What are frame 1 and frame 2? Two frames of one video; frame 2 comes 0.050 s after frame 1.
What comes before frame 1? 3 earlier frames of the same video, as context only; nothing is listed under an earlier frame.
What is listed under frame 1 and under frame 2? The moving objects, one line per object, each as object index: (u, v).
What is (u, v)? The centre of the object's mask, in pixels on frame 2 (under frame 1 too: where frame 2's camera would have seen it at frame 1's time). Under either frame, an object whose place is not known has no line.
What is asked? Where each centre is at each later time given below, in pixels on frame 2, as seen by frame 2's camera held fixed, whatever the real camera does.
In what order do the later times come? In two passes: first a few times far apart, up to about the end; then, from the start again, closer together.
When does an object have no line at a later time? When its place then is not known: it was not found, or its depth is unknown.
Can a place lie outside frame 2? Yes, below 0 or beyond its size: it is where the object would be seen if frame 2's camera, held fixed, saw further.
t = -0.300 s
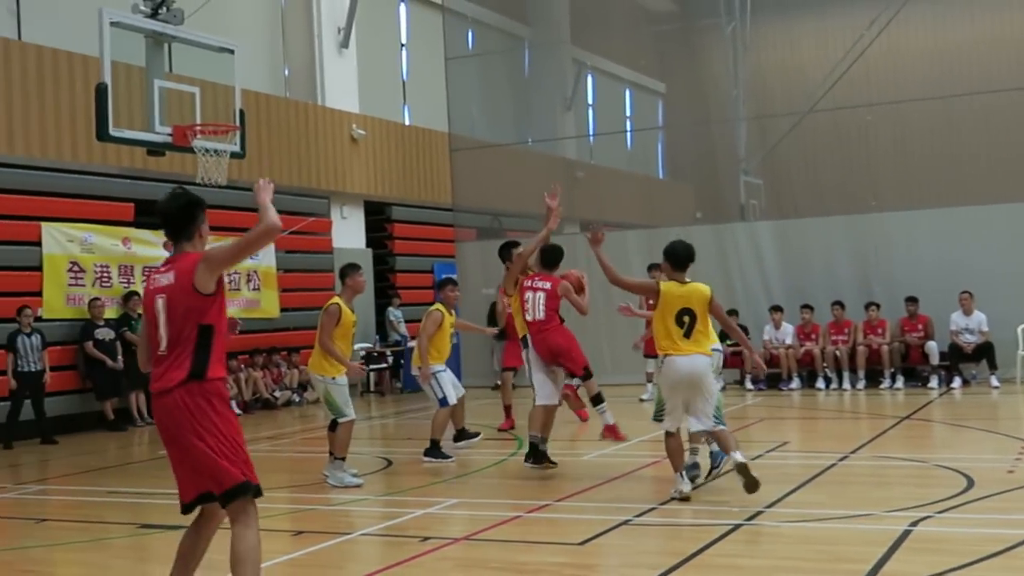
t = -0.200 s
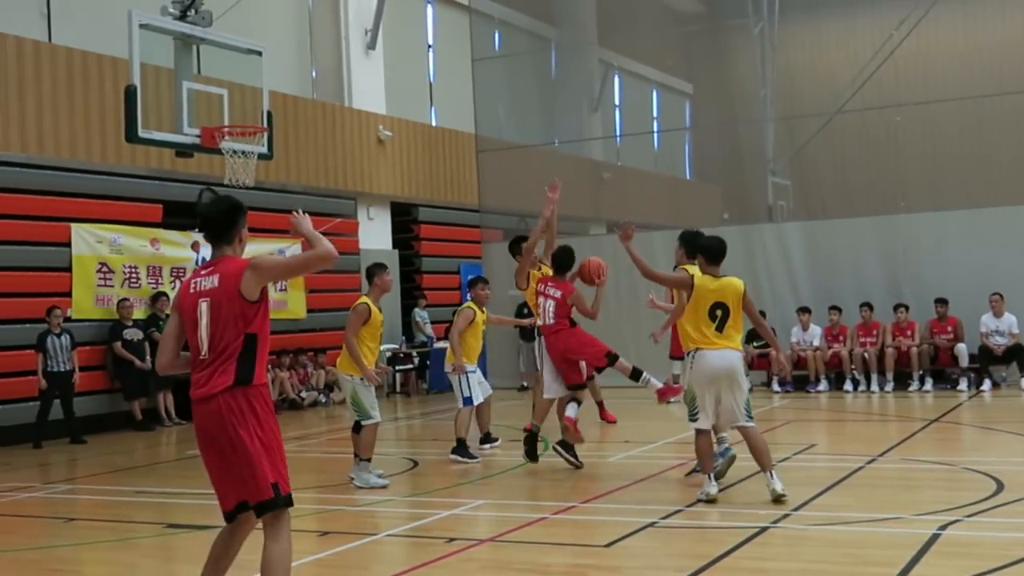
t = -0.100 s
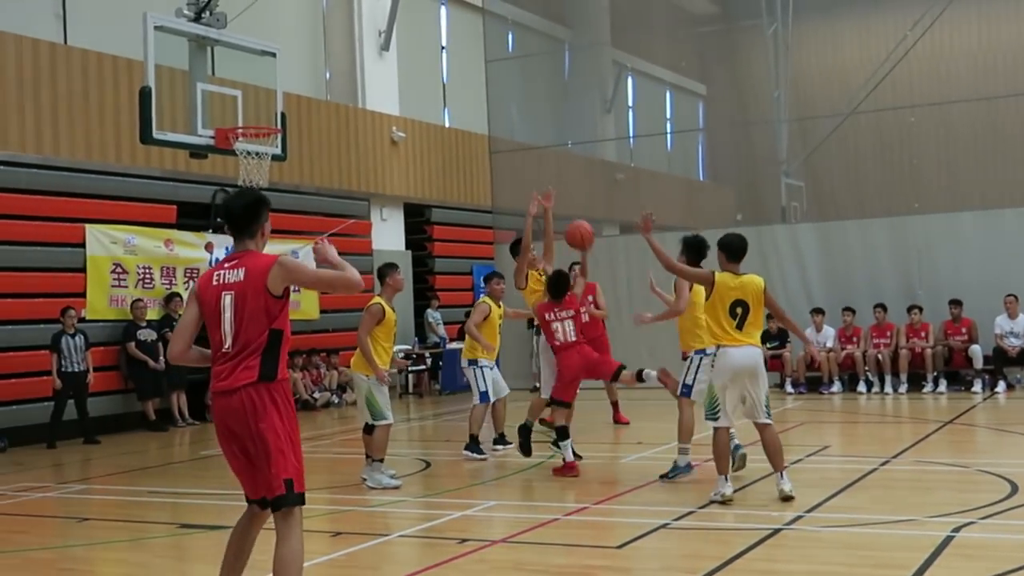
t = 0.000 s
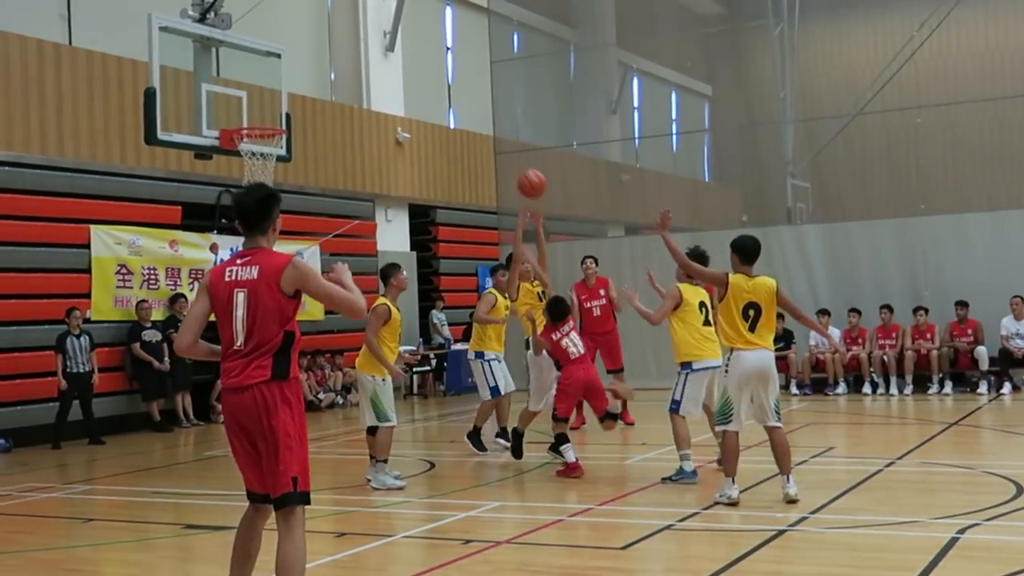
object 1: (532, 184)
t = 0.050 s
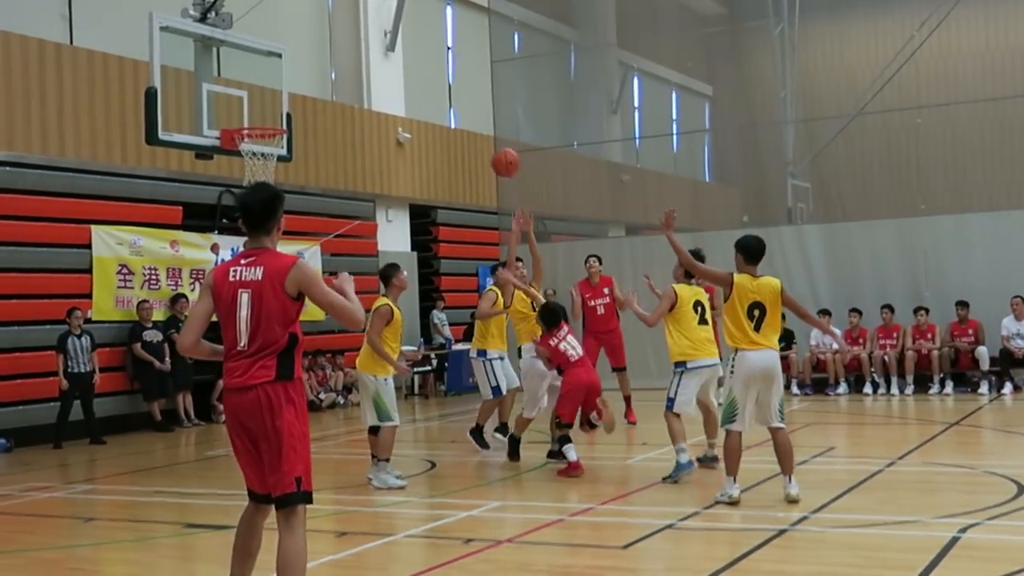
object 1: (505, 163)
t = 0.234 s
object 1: (413, 110)
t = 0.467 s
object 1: (305, 99)
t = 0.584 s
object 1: (256, 116)
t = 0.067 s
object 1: (496, 155)
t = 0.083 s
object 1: (487, 149)
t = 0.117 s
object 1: (470, 139)
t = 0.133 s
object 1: (462, 134)
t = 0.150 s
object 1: (453, 129)
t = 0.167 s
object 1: (445, 124)
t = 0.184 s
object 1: (436, 120)
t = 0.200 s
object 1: (428, 117)
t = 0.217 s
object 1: (420, 114)
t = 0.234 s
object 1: (413, 110)
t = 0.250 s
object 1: (404, 107)
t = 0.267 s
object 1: (396, 105)
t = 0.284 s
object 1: (388, 102)
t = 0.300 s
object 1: (380, 100)
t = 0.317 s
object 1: (372, 99)
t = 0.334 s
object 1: (365, 98)
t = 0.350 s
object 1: (357, 97)
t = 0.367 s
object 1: (349, 97)
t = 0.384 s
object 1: (342, 96)
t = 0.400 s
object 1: (334, 96)
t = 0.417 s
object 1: (327, 97)
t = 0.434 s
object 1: (319, 97)
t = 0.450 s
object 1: (312, 98)
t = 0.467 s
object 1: (305, 99)
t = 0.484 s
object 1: (298, 101)
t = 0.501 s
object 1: (291, 103)
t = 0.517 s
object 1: (283, 105)
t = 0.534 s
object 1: (276, 108)
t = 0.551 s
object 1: (269, 110)
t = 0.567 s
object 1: (262, 113)
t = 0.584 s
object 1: (256, 116)
